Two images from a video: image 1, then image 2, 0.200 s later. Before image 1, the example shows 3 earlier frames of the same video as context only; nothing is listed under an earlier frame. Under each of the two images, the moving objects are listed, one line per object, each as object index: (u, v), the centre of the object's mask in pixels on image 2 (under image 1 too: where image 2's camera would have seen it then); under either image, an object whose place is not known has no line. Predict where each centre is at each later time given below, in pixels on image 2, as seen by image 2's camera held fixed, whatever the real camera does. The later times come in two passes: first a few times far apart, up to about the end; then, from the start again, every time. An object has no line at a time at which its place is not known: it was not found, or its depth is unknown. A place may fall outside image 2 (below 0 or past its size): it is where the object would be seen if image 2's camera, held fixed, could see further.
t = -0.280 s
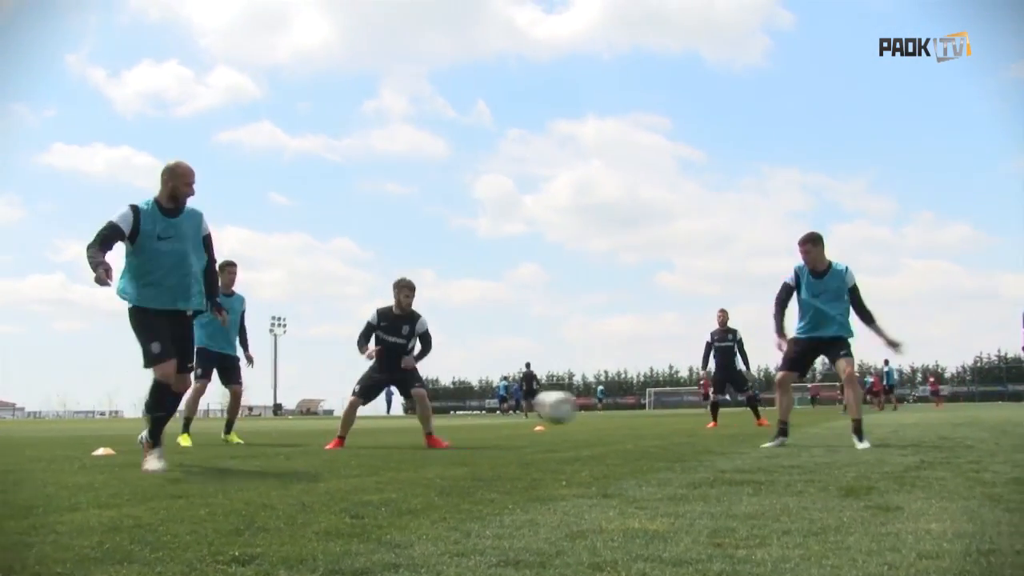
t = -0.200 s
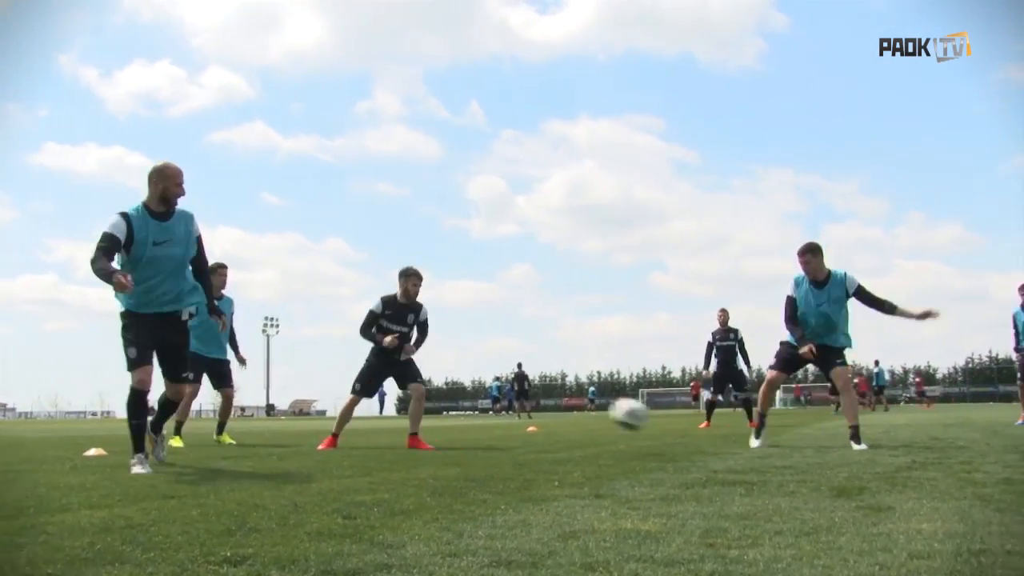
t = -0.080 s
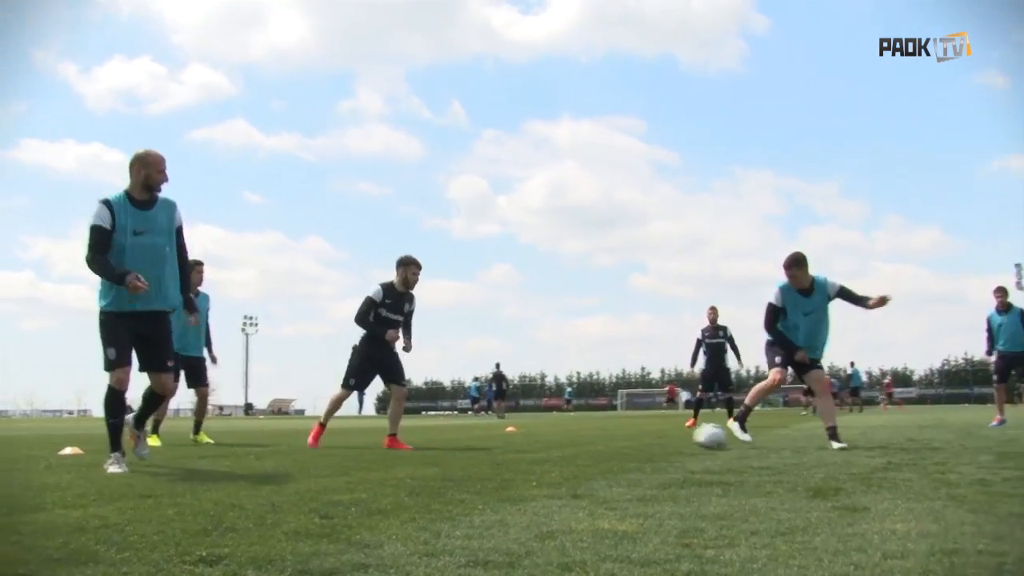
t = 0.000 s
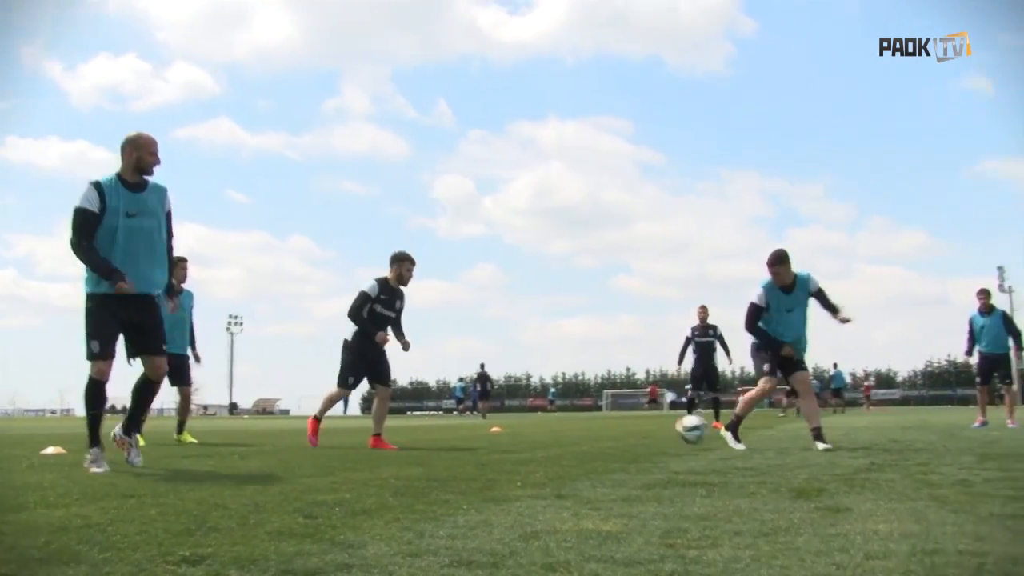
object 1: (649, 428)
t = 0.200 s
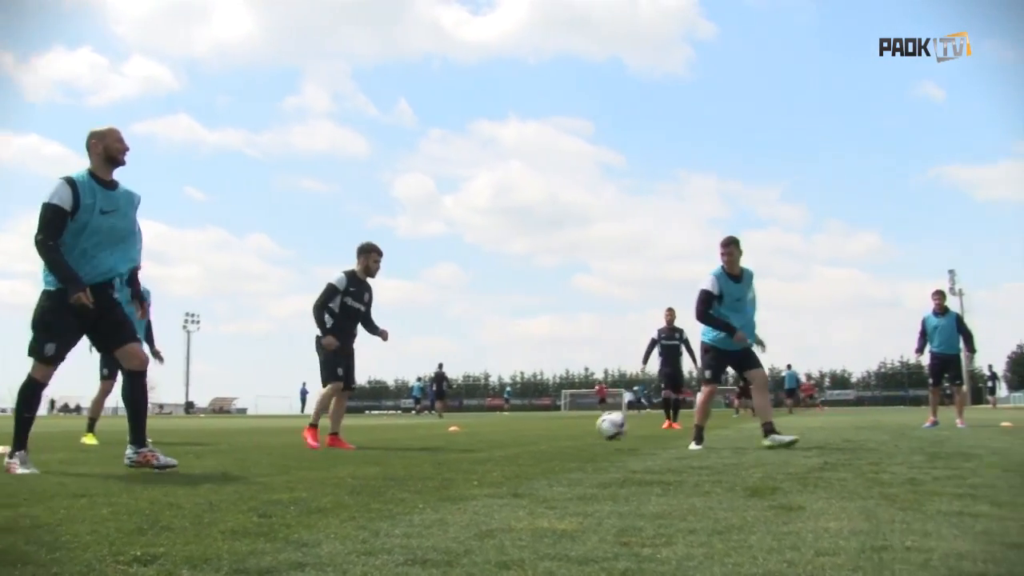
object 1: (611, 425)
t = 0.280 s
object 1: (597, 437)
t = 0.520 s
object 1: (579, 438)
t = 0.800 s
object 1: (557, 438)
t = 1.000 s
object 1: (548, 438)
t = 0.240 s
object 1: (604, 431)
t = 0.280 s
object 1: (597, 437)
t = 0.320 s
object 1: (594, 435)
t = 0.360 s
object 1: (592, 434)
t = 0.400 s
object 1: (589, 434)
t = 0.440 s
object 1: (586, 435)
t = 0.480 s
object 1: (583, 438)
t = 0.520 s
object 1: (579, 438)
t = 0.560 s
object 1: (575, 437)
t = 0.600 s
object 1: (572, 438)
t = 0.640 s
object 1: (568, 437)
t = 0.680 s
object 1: (565, 437)
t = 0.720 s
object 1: (562, 437)
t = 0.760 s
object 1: (559, 437)
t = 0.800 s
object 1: (557, 438)
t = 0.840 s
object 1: (555, 437)
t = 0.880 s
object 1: (553, 438)
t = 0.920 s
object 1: (551, 437)
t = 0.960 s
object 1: (550, 437)
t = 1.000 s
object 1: (548, 438)
